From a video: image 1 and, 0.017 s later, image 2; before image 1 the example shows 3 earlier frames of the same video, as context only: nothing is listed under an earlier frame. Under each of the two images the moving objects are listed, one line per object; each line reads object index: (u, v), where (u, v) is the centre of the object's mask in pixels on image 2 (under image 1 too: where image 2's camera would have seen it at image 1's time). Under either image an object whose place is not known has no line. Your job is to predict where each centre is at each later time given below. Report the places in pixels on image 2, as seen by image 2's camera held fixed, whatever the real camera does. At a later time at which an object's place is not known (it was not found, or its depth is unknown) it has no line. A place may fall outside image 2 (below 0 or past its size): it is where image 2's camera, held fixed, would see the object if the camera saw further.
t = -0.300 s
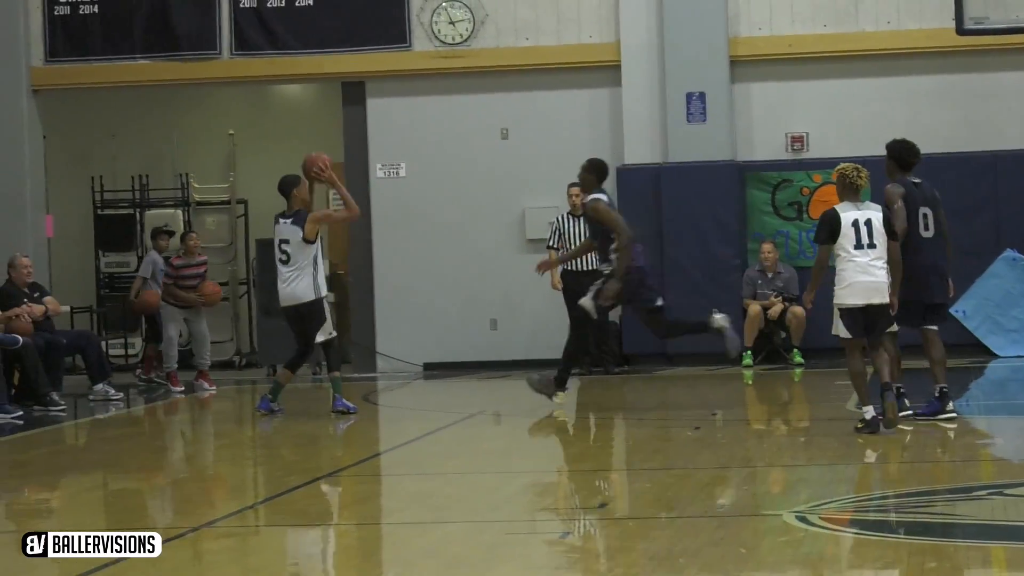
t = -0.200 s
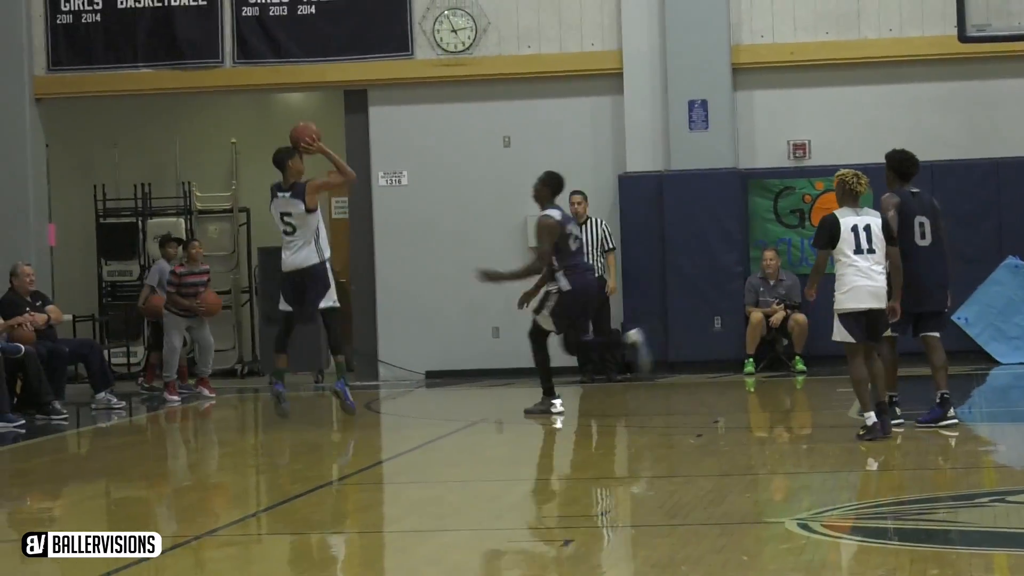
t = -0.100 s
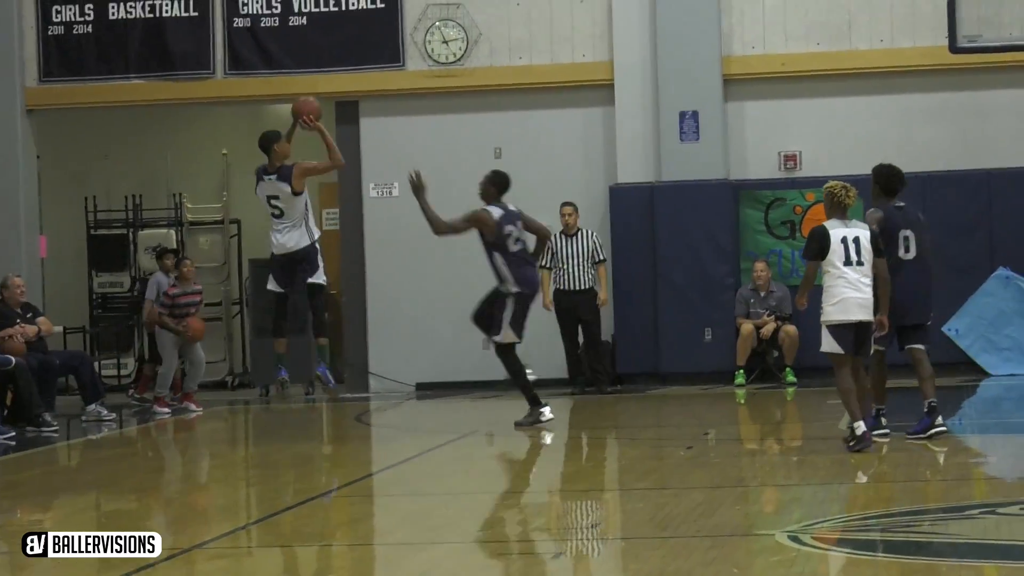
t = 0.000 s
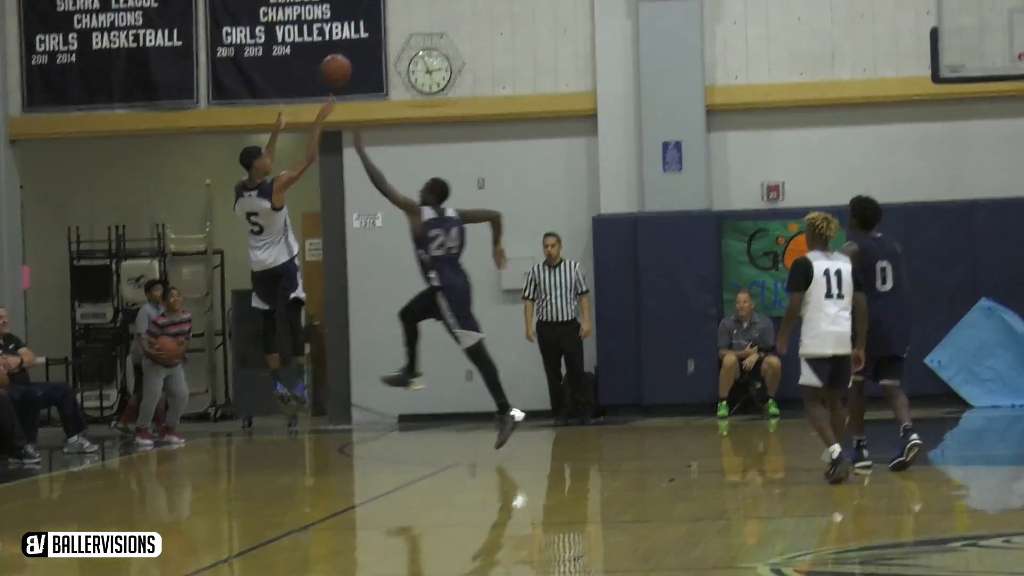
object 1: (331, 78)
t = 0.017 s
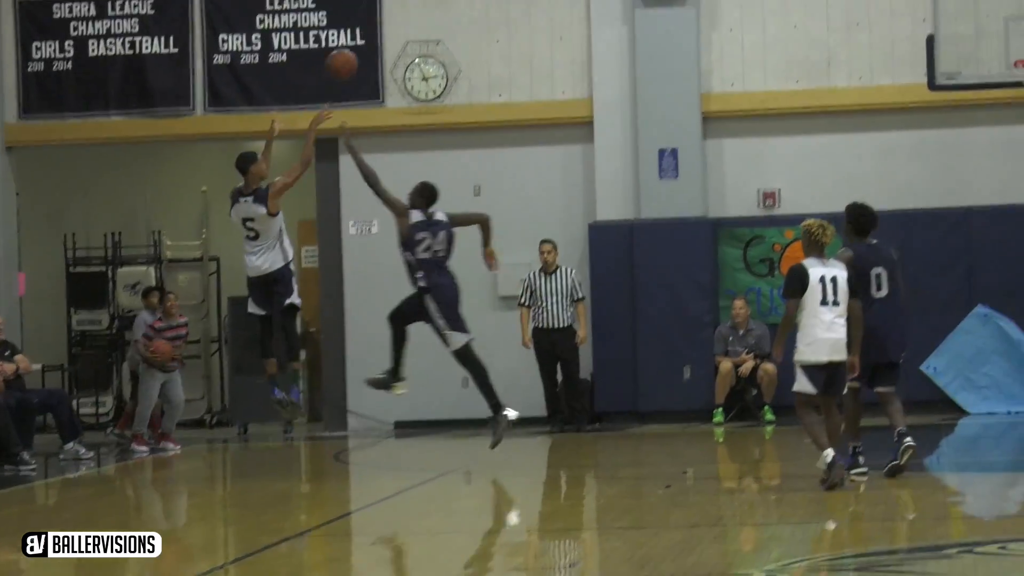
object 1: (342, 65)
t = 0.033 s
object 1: (354, 52)
